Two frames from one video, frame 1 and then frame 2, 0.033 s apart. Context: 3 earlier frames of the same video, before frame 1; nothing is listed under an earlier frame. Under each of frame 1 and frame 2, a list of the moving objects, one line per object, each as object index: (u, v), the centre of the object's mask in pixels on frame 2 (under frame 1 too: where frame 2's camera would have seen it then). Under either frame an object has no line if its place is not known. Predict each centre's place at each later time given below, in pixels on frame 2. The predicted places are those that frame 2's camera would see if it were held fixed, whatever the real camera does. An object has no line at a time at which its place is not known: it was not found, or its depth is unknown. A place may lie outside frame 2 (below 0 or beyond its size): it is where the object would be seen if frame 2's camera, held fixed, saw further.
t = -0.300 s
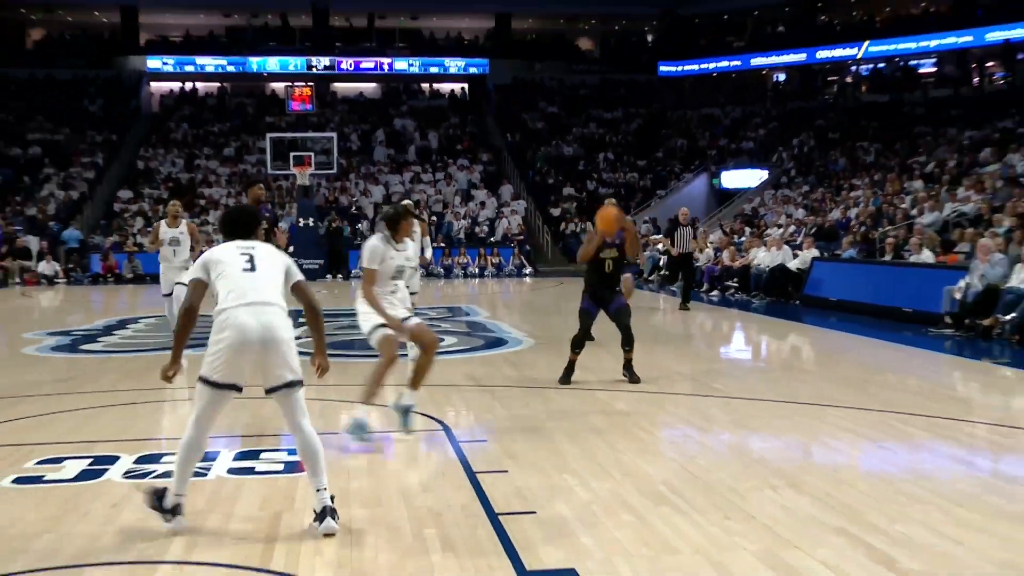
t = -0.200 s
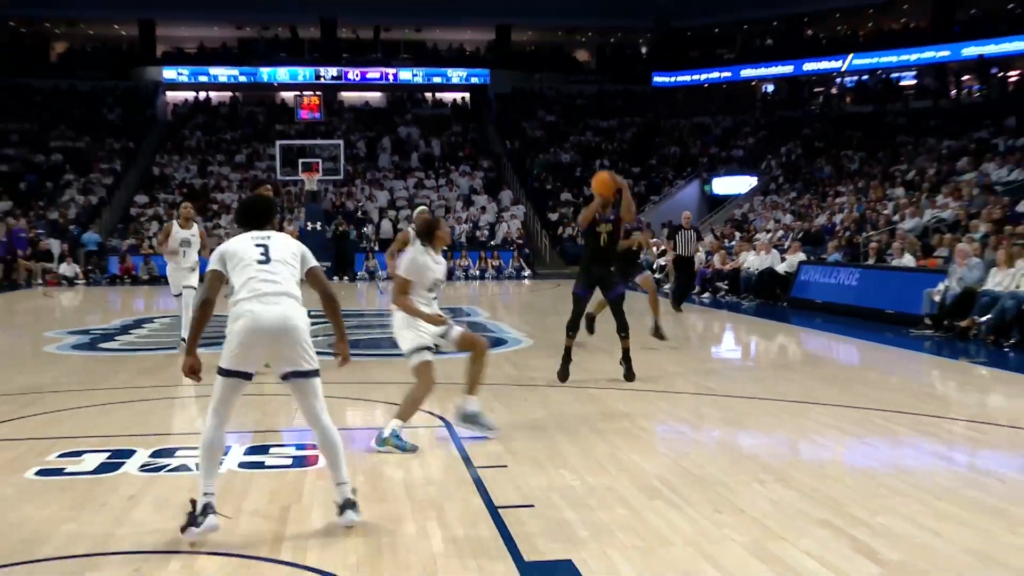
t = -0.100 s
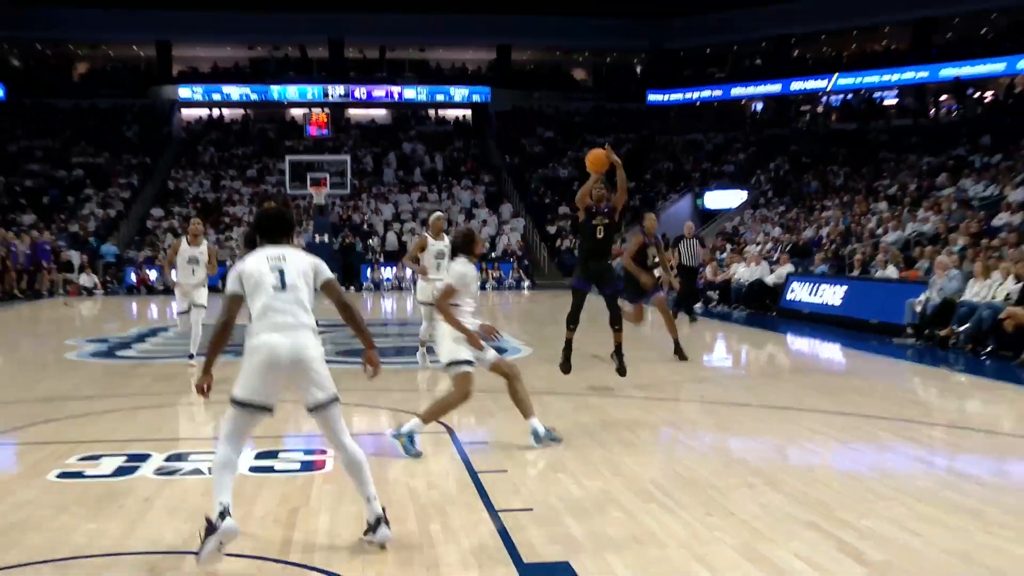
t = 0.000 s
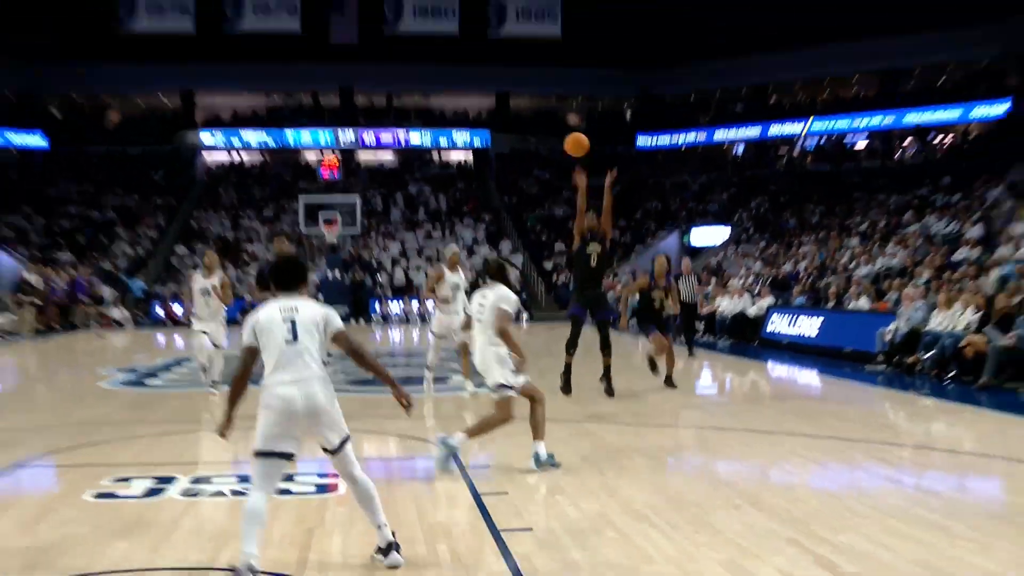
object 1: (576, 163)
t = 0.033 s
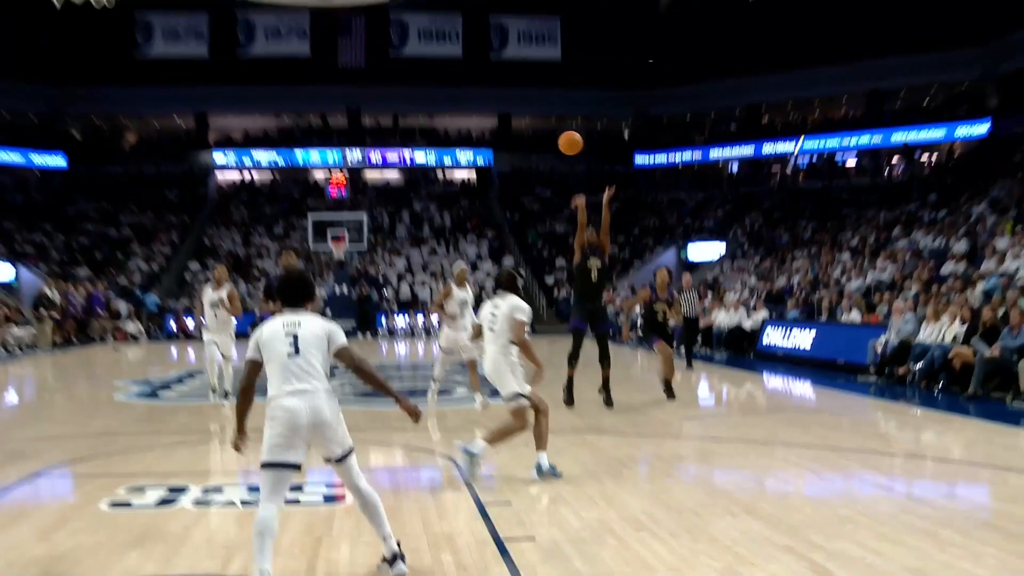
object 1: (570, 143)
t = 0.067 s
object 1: (564, 123)
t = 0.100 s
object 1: (558, 104)
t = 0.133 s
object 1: (551, 85)
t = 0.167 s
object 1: (544, 67)
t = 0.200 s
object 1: (537, 49)
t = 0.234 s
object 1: (530, 31)
